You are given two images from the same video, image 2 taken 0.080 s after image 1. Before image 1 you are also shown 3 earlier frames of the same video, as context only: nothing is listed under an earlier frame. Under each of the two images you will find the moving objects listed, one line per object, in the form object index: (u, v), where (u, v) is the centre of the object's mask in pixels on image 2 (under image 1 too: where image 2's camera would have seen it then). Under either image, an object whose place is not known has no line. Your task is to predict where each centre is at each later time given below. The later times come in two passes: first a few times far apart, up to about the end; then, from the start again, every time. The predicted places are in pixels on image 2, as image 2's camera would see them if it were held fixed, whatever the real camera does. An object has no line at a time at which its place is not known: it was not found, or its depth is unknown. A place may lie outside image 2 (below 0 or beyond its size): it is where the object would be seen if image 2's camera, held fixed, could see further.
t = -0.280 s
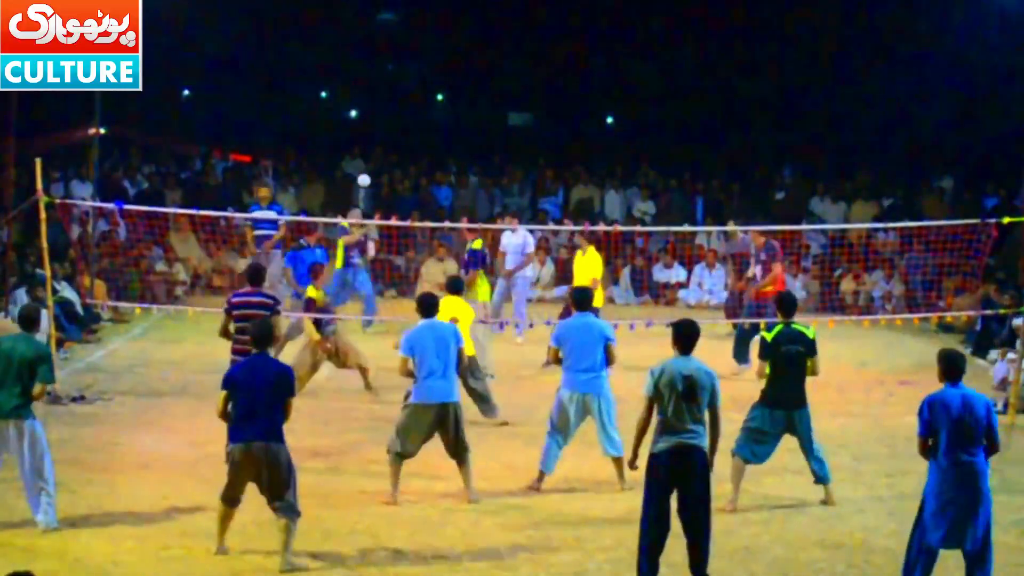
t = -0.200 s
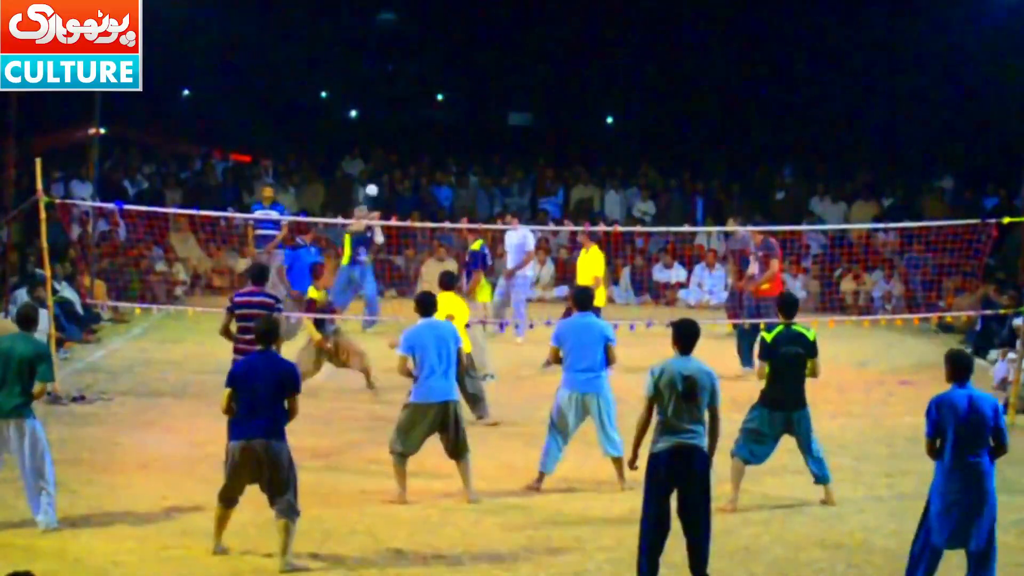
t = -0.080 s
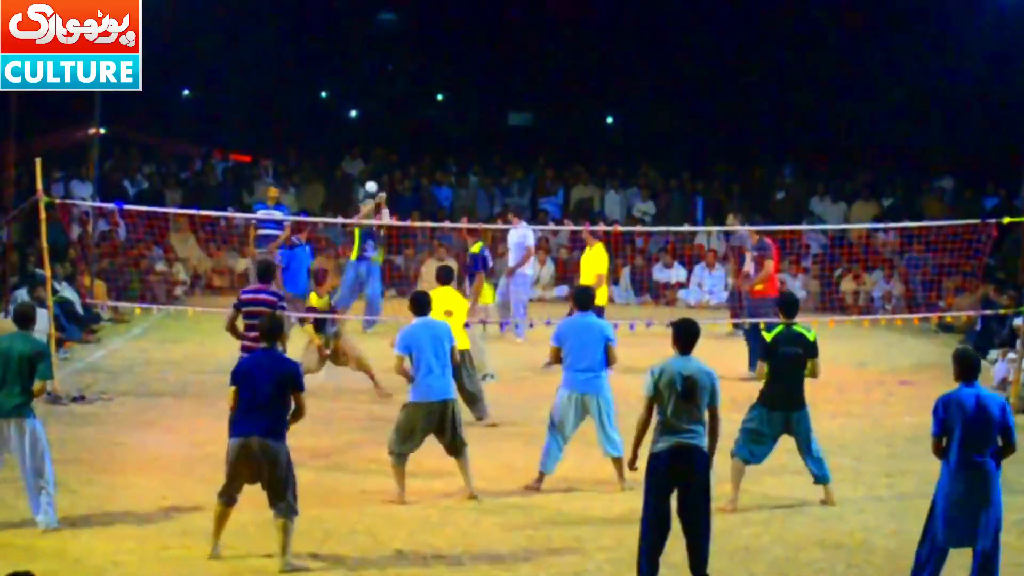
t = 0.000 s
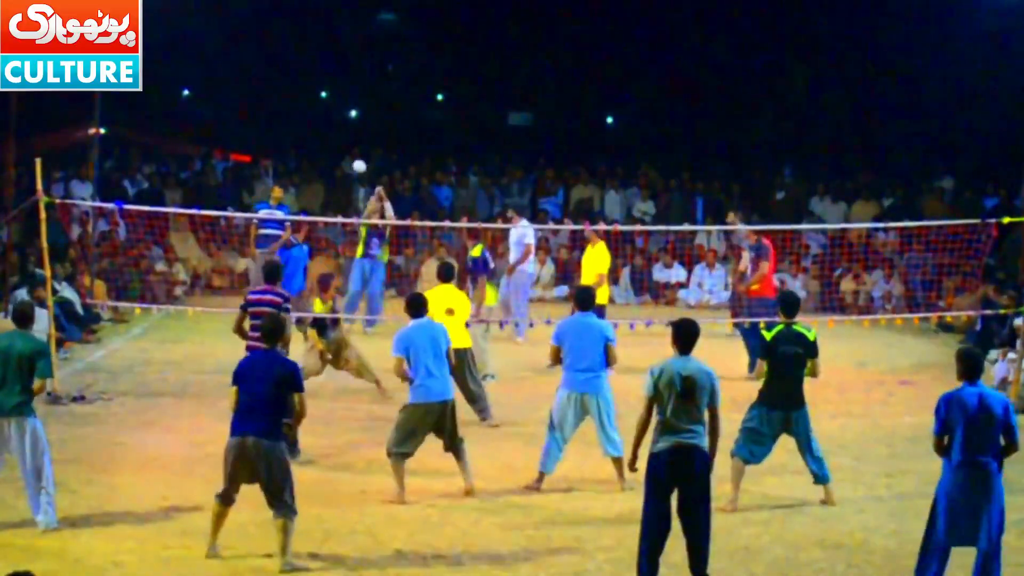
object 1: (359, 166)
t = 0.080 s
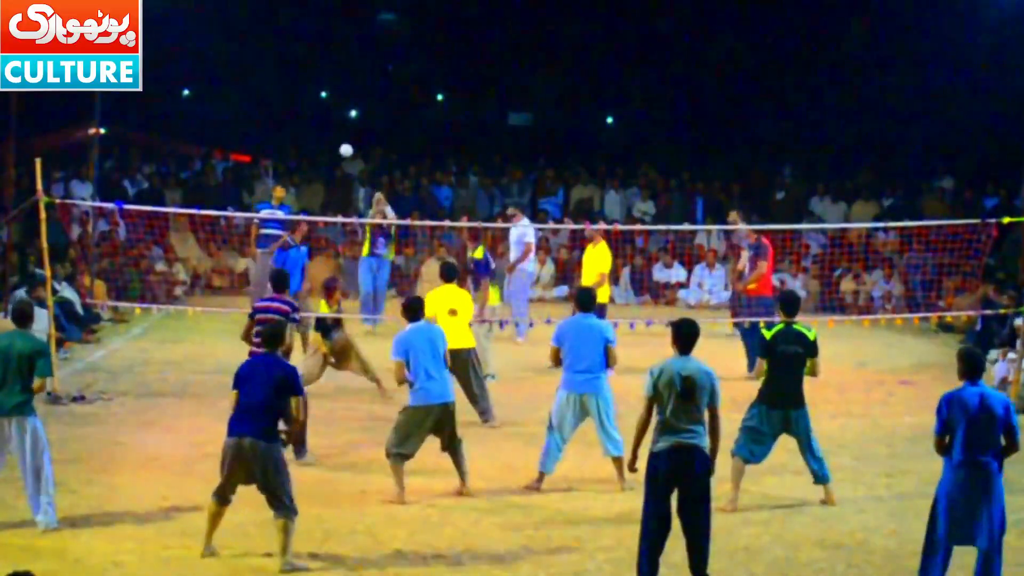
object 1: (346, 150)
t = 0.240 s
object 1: (315, 132)
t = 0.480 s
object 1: (258, 149)
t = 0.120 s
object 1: (339, 144)
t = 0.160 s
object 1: (331, 139)
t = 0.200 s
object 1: (323, 135)
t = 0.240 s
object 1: (315, 132)
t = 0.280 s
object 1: (307, 131)
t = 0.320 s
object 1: (298, 131)
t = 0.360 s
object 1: (288, 133)
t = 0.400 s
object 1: (278, 136)
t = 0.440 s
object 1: (268, 142)
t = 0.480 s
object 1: (258, 149)
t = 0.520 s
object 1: (246, 158)
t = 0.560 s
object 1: (235, 169)
